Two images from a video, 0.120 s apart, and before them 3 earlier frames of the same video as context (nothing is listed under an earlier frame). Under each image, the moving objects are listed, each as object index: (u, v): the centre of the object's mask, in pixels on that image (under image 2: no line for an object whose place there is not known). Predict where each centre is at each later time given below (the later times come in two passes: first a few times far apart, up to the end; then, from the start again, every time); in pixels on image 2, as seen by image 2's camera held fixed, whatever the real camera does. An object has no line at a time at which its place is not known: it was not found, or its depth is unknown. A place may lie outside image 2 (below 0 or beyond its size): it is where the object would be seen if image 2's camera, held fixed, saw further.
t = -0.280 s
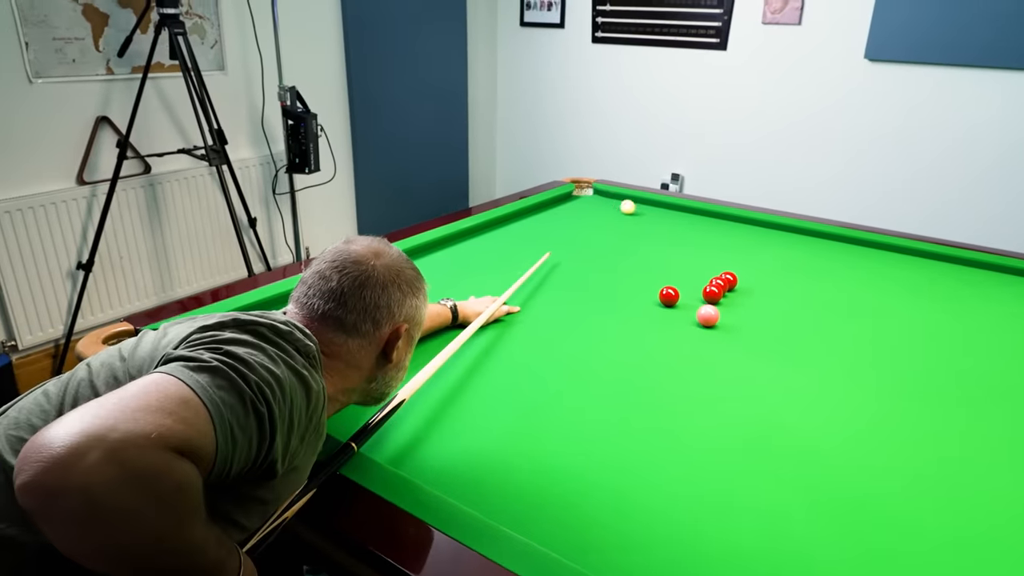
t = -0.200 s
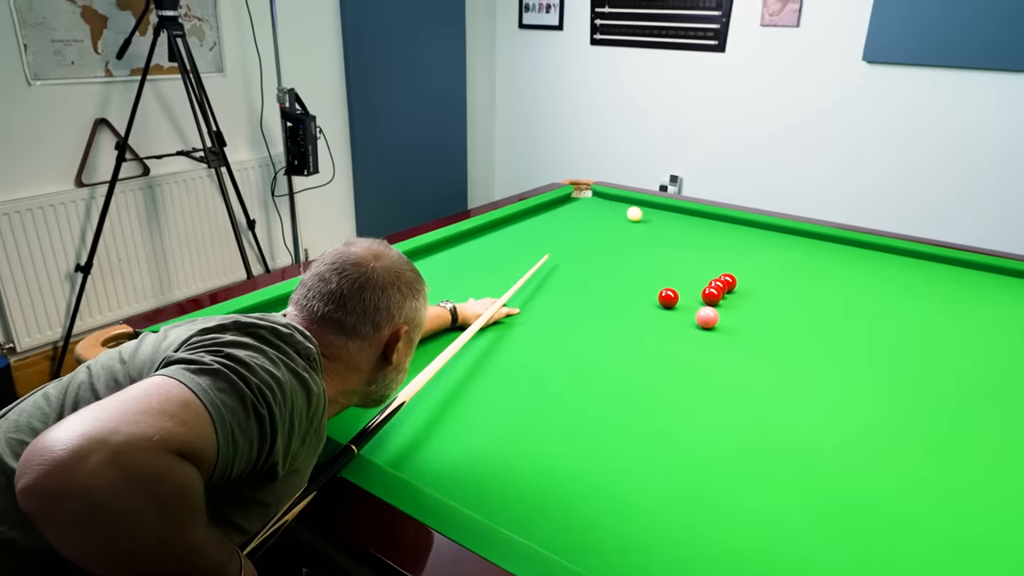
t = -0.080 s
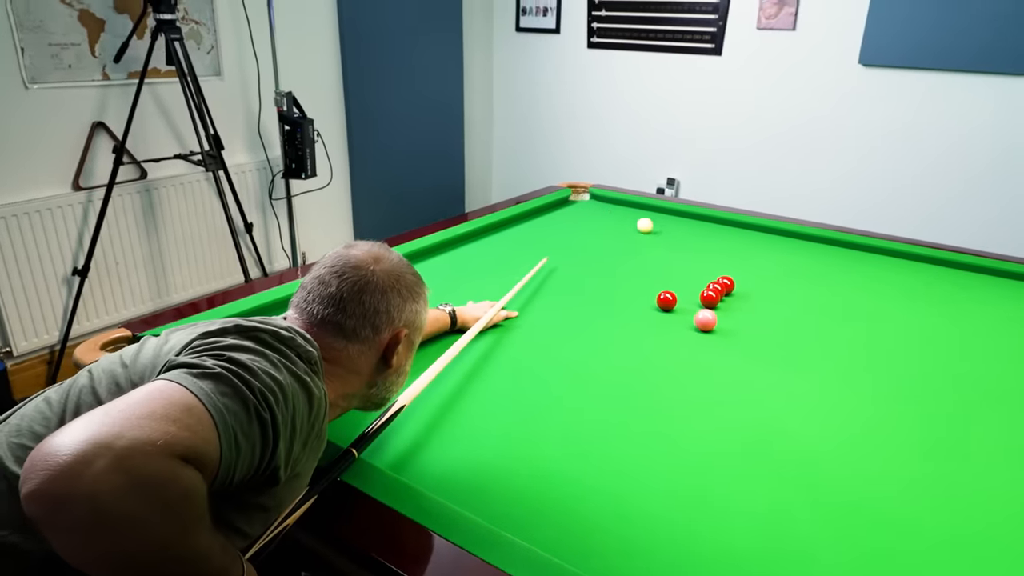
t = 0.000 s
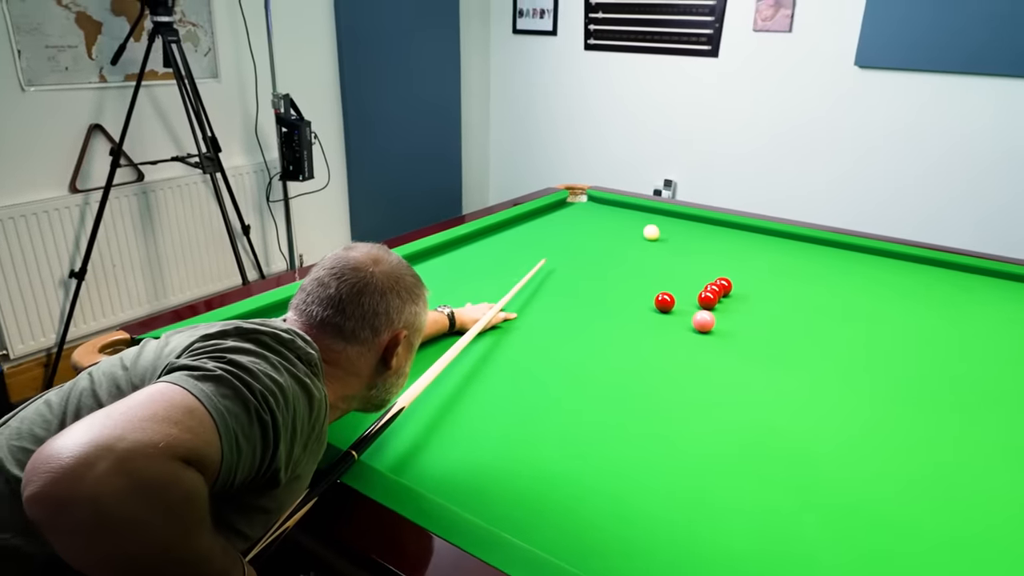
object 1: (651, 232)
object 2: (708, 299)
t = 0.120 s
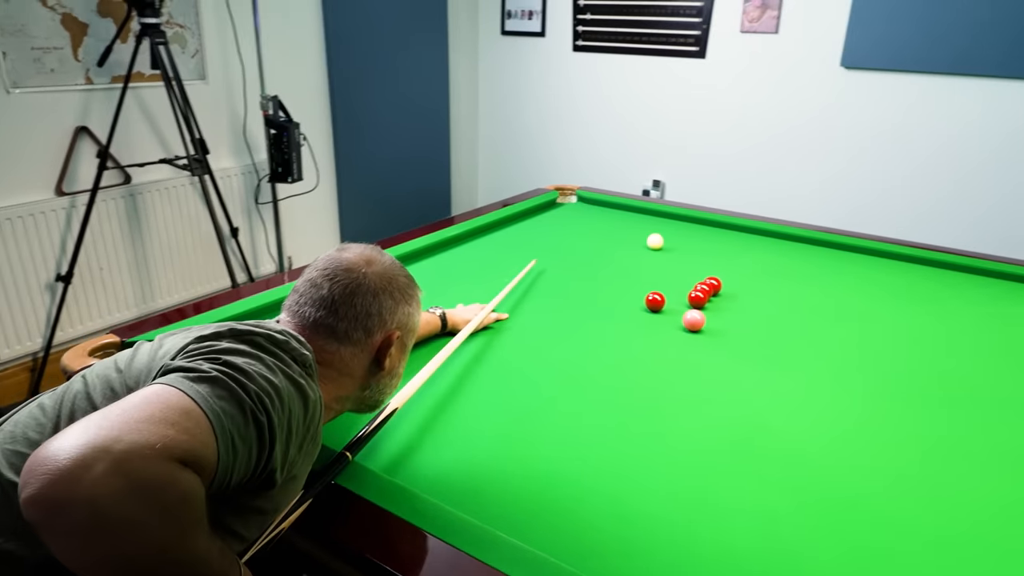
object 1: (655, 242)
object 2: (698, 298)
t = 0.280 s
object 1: (675, 254)
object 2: (698, 298)
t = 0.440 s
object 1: (698, 268)
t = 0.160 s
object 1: (660, 245)
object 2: (698, 298)
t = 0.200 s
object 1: (665, 248)
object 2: (698, 298)
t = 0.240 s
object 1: (670, 251)
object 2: (698, 298)
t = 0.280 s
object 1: (675, 254)
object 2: (698, 298)
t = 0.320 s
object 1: (681, 258)
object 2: (698, 298)
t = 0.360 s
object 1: (686, 261)
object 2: (698, 299)
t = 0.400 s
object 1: (692, 265)
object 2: (698, 299)
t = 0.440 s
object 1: (698, 268)
